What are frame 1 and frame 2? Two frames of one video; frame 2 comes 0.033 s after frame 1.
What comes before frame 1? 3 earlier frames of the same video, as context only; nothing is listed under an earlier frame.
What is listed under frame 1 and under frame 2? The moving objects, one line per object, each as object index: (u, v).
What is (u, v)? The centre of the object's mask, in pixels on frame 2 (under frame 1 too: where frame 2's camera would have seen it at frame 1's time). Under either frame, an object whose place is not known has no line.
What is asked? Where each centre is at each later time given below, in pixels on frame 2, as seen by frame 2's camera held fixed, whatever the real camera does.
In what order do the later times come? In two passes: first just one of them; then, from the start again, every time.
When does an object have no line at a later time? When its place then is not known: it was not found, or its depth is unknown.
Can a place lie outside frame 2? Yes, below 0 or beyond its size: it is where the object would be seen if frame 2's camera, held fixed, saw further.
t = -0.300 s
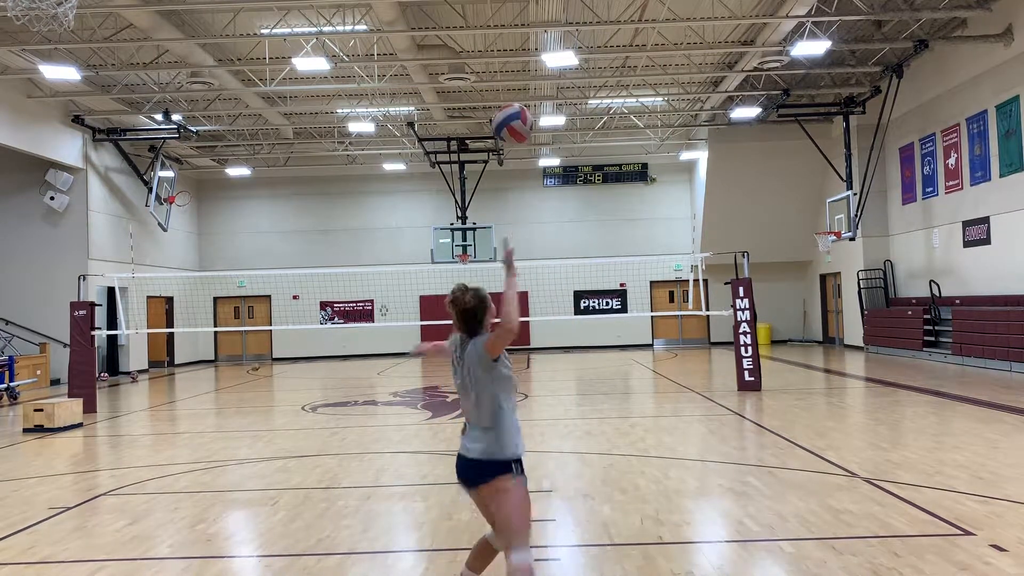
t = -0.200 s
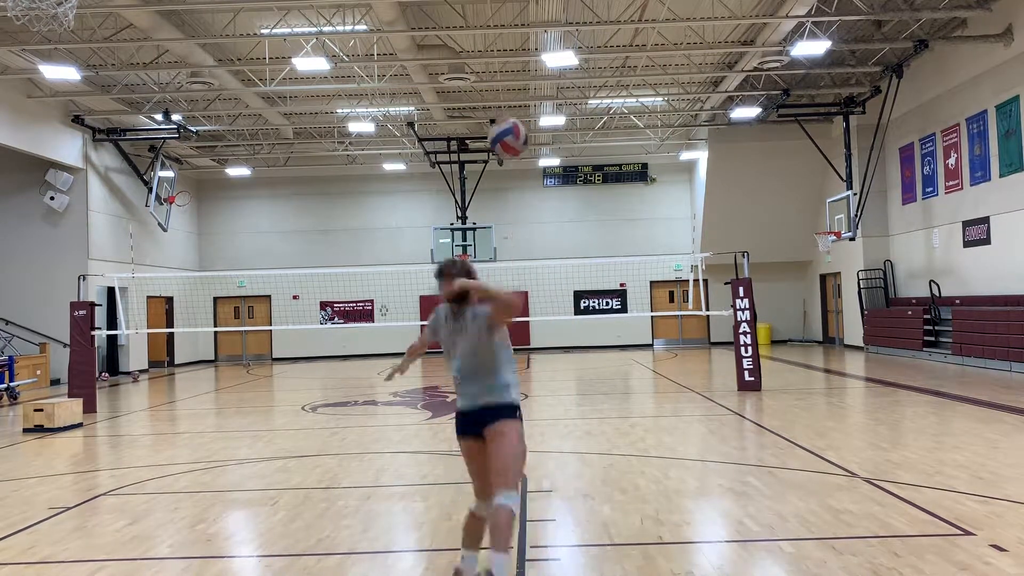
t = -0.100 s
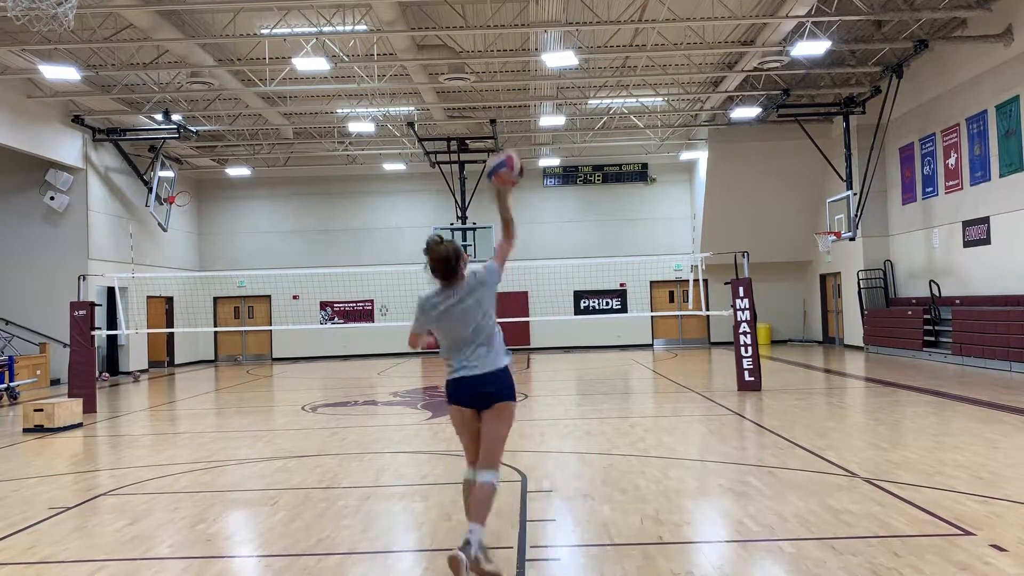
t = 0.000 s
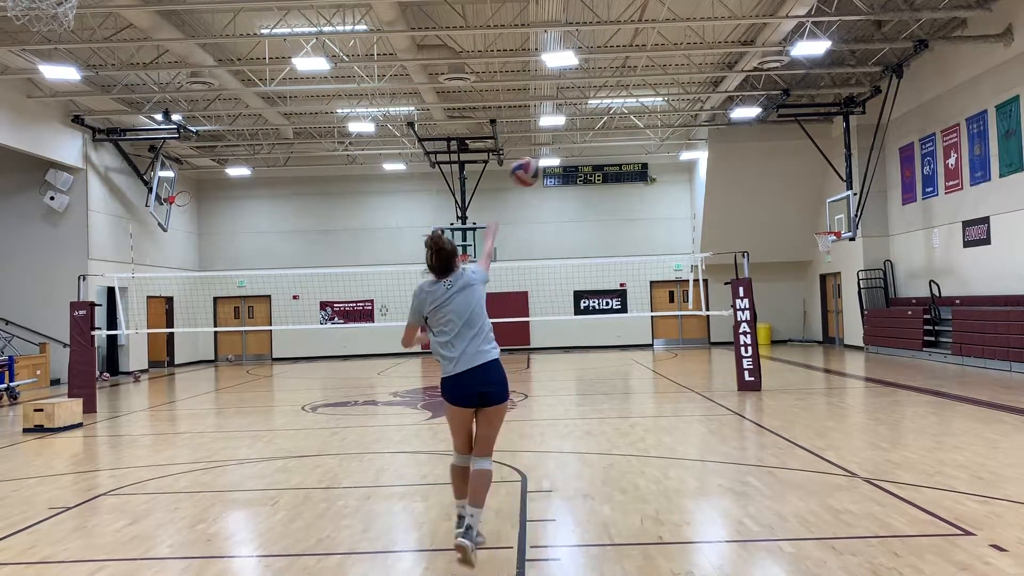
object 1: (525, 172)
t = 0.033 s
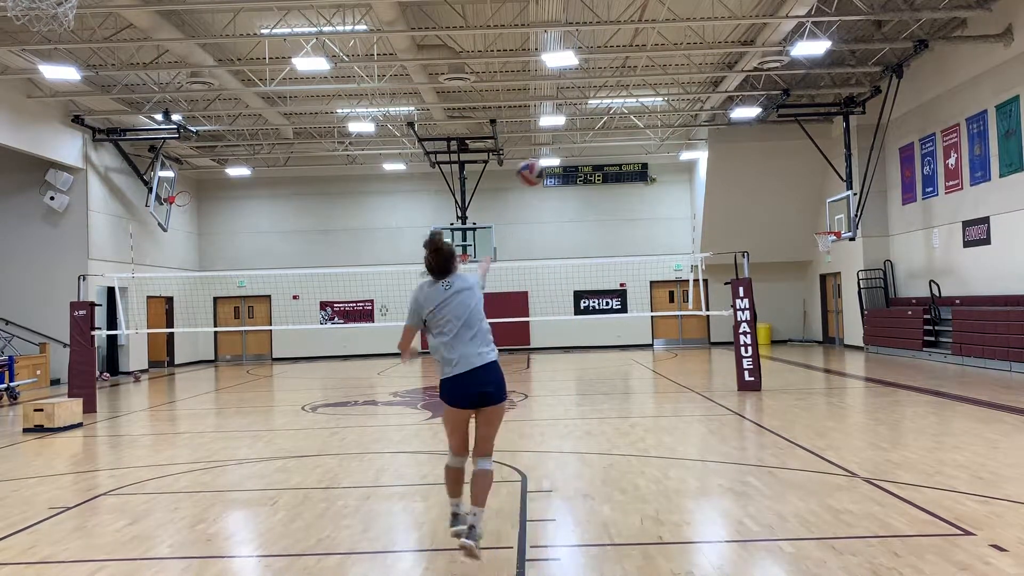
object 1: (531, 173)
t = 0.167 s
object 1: (547, 181)
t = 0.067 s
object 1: (535, 174)
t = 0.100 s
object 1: (540, 176)
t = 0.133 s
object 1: (544, 178)
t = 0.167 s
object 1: (547, 181)
